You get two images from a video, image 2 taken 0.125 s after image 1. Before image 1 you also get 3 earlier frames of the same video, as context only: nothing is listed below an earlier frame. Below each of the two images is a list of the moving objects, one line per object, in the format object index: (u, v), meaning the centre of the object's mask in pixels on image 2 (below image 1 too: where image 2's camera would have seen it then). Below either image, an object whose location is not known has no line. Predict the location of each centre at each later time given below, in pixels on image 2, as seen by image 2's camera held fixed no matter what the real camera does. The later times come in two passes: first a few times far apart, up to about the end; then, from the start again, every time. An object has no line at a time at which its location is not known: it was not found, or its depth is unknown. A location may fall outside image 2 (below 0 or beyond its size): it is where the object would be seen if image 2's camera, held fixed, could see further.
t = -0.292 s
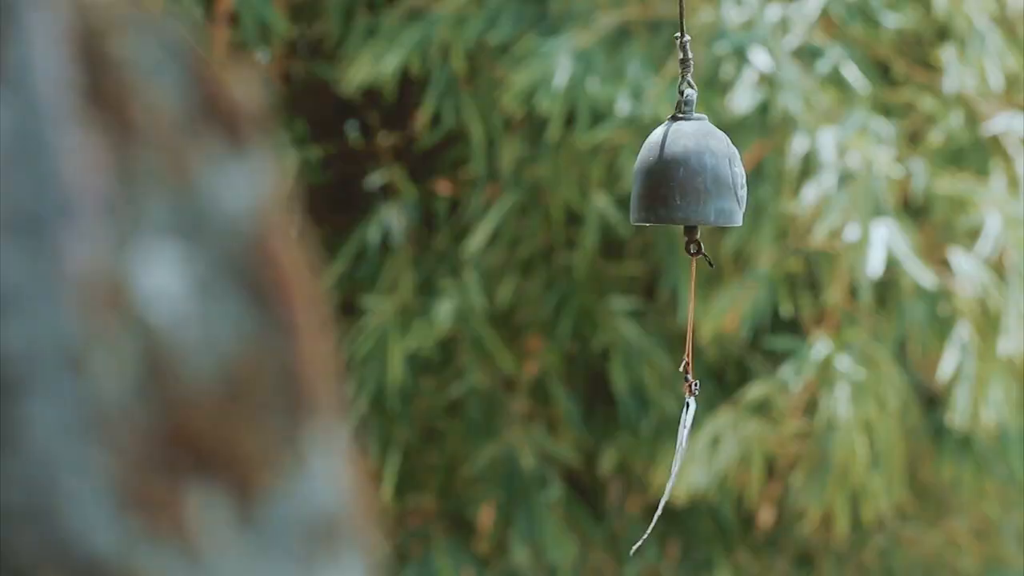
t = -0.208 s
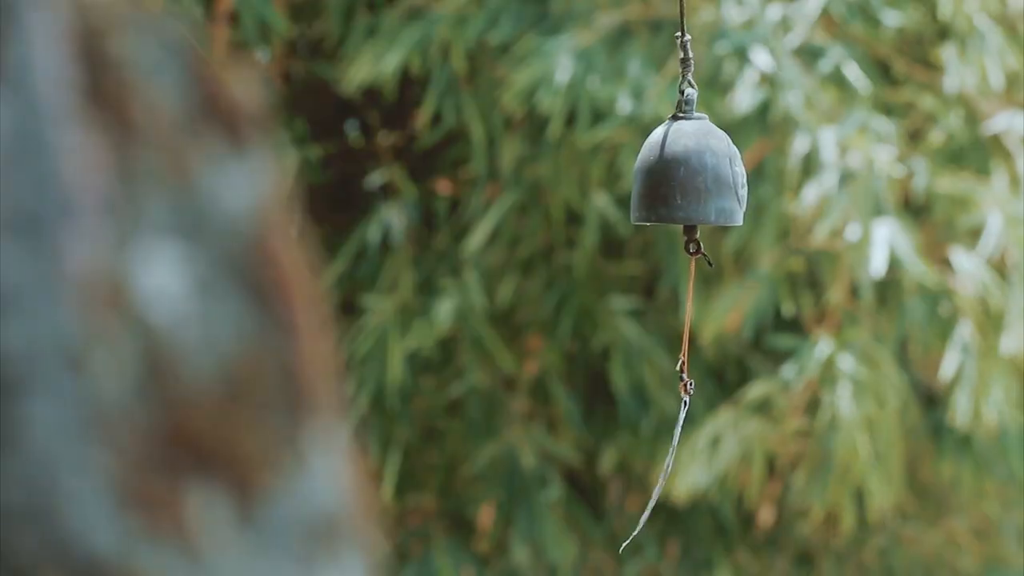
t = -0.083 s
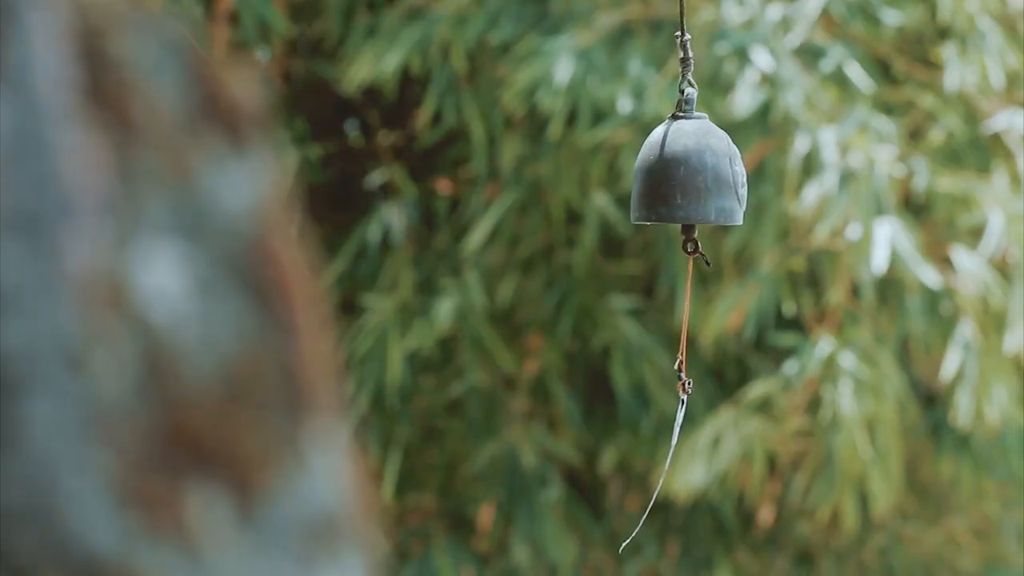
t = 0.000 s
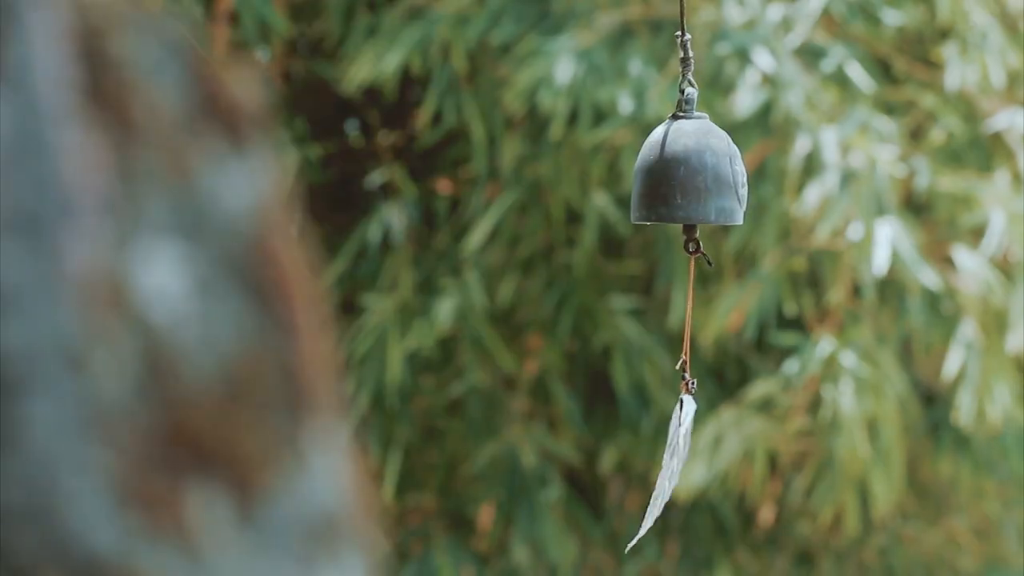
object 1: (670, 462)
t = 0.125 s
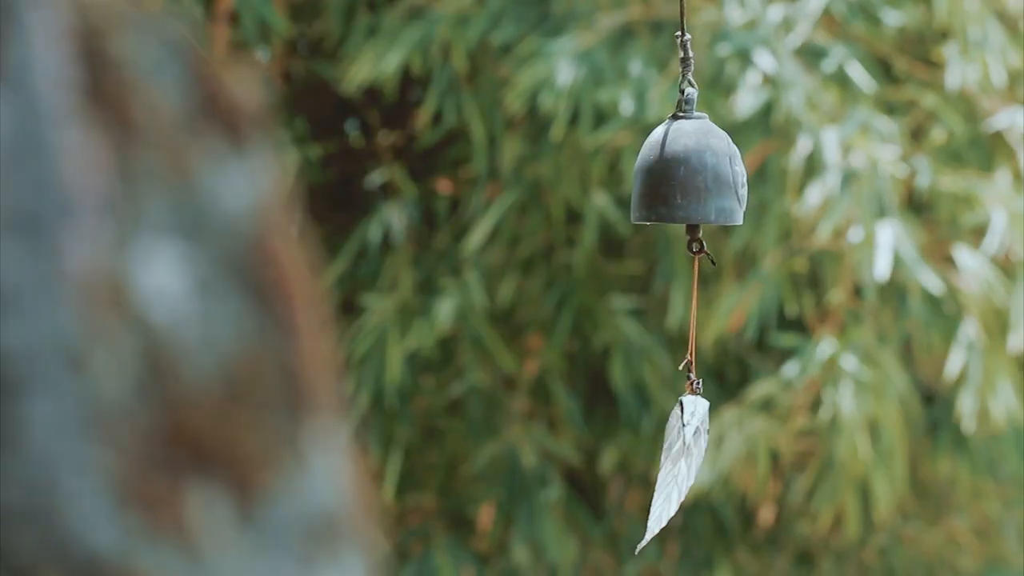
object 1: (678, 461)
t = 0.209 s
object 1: (682, 460)
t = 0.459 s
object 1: (663, 459)
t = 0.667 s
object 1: (660, 460)
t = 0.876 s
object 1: (676, 459)
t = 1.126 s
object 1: (682, 461)
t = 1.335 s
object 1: (678, 461)
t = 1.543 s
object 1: (676, 462)
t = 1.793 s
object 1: (683, 461)
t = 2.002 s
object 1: (689, 461)
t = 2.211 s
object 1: (682, 460)
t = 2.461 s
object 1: (676, 461)
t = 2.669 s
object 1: (672, 461)
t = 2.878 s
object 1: (680, 461)
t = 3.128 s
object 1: (684, 462)
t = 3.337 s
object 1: (676, 460)
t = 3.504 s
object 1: (679, 460)
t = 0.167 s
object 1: (680, 461)
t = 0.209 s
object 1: (682, 460)
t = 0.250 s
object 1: (683, 459)
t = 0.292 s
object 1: (681, 459)
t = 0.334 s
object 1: (677, 459)
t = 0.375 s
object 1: (673, 459)
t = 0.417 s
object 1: (667, 460)
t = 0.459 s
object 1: (663, 459)
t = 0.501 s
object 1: (660, 459)
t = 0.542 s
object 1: (658, 459)
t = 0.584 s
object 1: (658, 459)
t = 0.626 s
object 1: (658, 460)
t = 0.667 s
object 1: (660, 460)
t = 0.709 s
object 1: (663, 460)
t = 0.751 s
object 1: (665, 460)
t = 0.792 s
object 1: (669, 460)
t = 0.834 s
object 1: (672, 459)
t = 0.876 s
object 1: (676, 459)
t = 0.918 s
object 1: (679, 459)
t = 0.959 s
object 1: (682, 459)
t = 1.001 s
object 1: (684, 460)
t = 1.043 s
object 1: (684, 460)
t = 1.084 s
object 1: (683, 461)
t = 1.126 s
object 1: (682, 461)
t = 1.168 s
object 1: (681, 461)
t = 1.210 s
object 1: (680, 461)
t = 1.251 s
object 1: (679, 461)
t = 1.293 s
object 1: (679, 461)
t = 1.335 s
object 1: (678, 461)
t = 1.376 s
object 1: (678, 461)
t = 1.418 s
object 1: (677, 460)
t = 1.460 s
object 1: (676, 461)
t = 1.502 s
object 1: (677, 462)
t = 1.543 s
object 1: (676, 462)
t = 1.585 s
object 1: (676, 462)
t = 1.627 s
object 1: (677, 459)
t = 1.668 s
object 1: (678, 460)
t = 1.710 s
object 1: (680, 461)
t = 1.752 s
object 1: (681, 461)
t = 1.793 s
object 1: (683, 461)
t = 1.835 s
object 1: (684, 461)
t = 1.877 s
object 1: (686, 461)
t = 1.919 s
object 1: (687, 461)
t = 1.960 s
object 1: (689, 461)
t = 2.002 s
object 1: (689, 461)
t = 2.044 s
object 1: (690, 461)
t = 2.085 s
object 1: (689, 461)
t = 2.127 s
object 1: (687, 461)
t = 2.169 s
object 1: (685, 460)
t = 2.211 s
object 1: (682, 460)
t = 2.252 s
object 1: (681, 461)
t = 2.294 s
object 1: (679, 460)
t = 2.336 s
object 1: (678, 461)
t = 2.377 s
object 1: (678, 461)
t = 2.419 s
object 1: (677, 461)
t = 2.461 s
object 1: (676, 461)
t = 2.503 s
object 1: (675, 461)
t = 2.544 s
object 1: (674, 461)
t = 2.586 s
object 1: (673, 461)
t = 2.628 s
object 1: (673, 461)
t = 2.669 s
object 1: (672, 461)
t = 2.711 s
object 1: (673, 461)
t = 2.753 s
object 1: (674, 461)
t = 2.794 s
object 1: (676, 461)
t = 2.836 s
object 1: (678, 461)
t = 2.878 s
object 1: (680, 461)
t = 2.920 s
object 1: (683, 461)
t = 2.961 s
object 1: (685, 461)
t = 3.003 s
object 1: (686, 461)
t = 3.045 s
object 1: (686, 461)
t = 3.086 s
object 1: (685, 462)
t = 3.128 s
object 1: (684, 462)
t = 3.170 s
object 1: (682, 461)
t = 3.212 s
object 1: (680, 461)
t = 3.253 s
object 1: (678, 461)
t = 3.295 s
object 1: (677, 461)
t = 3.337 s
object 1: (676, 460)
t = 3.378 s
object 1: (676, 460)
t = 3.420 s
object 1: (677, 460)
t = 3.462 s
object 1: (678, 460)
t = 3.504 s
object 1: (679, 460)
